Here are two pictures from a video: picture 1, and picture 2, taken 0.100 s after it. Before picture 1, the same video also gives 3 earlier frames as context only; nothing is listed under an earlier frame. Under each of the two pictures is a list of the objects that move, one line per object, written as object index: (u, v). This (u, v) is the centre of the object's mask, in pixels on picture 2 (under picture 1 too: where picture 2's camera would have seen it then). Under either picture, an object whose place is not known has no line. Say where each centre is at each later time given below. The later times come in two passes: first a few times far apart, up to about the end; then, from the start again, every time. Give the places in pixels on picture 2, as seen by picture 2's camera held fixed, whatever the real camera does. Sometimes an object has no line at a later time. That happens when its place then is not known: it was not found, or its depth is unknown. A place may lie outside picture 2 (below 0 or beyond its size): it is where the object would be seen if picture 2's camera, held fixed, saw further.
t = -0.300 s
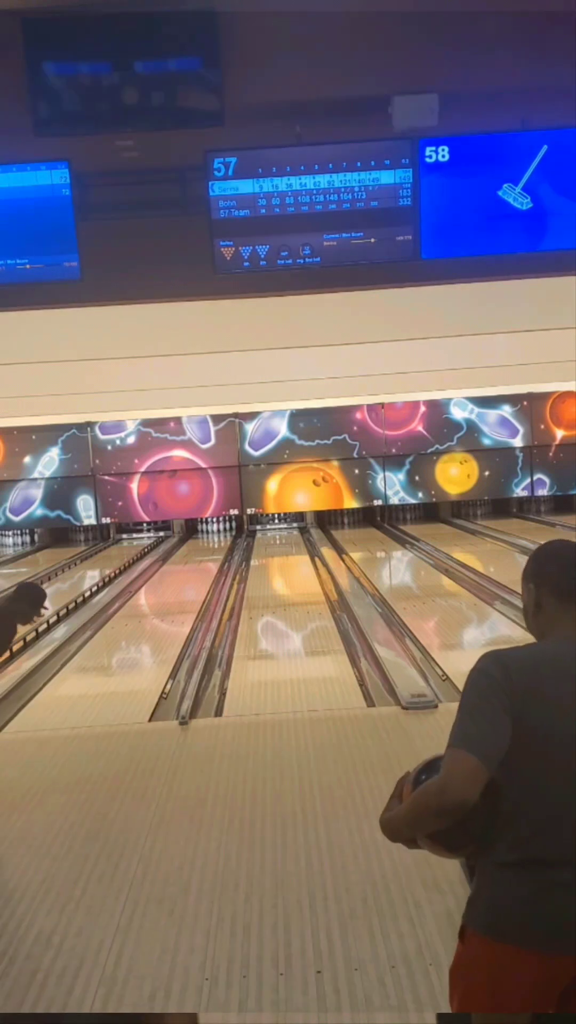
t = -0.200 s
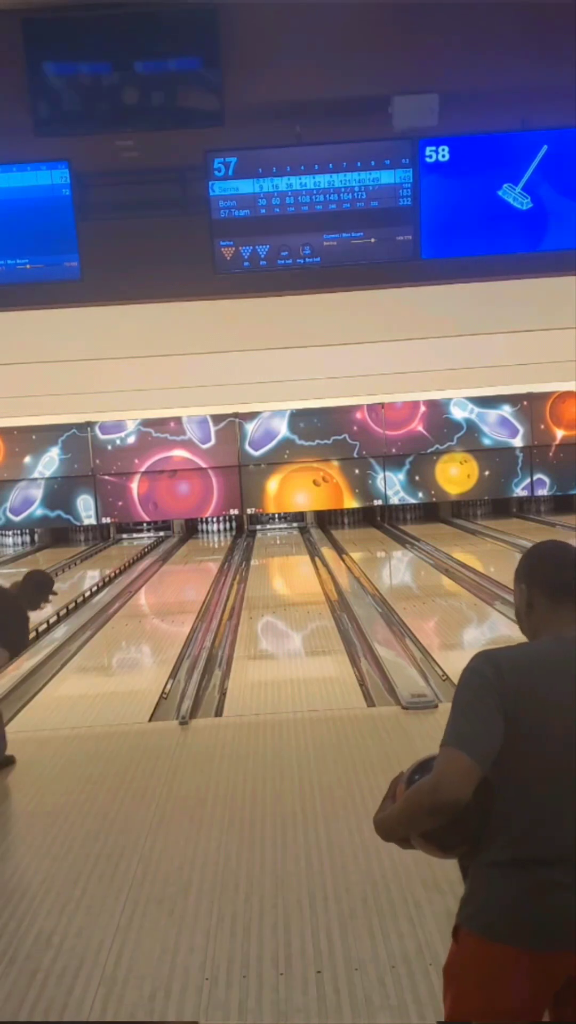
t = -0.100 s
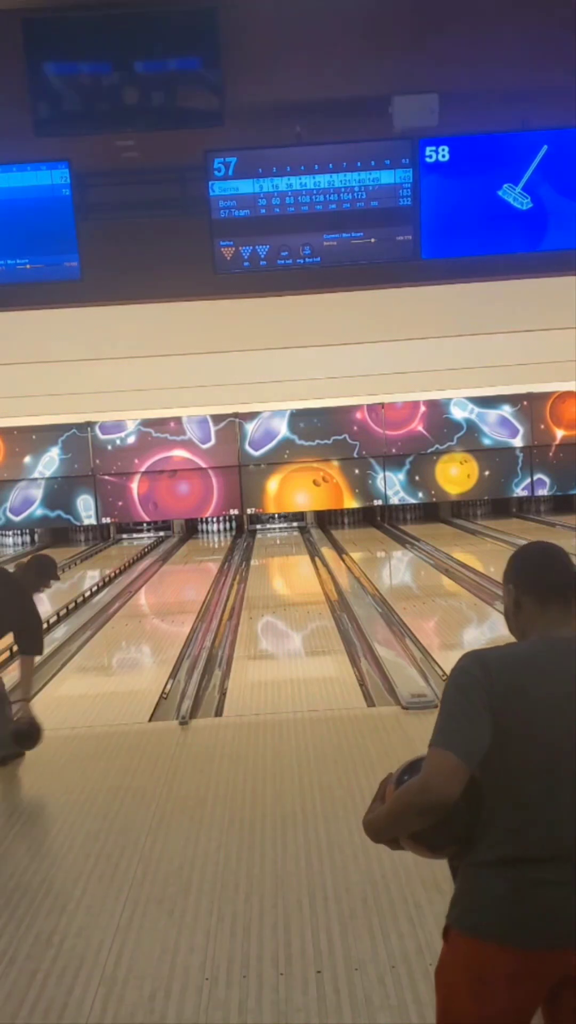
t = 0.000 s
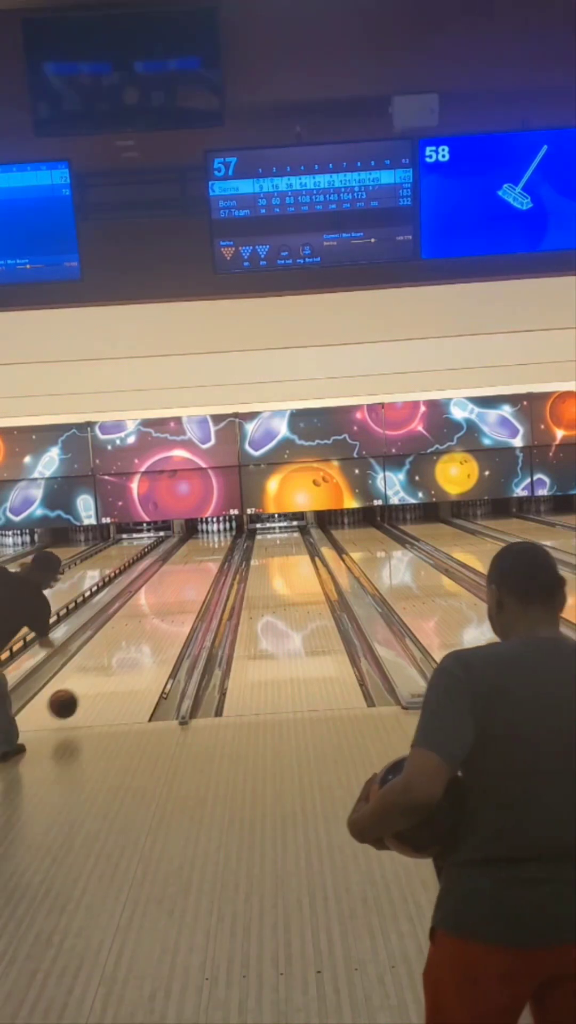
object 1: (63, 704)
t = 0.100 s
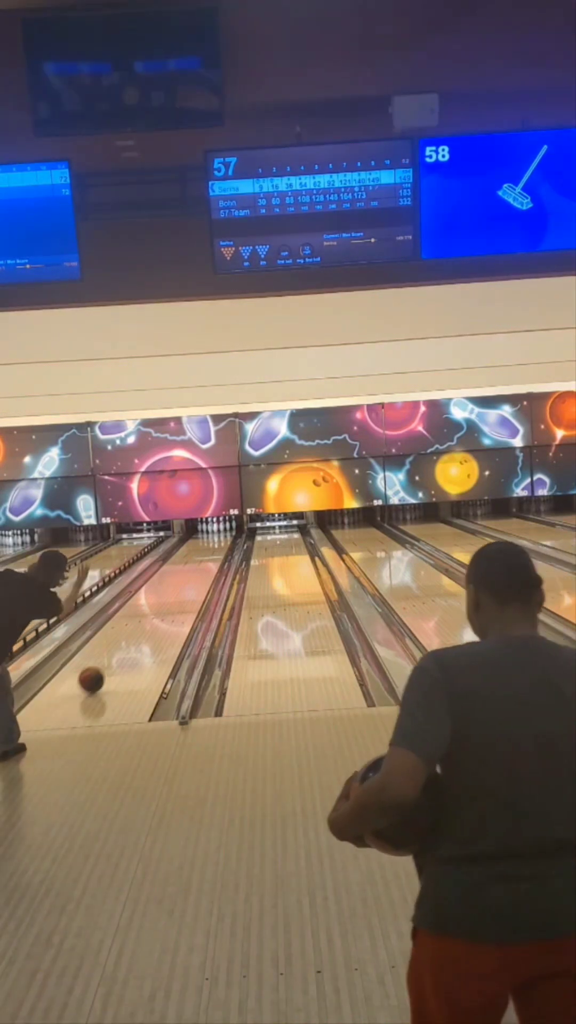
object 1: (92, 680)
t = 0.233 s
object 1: (120, 652)
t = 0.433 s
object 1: (148, 614)
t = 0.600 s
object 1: (164, 593)
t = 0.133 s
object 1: (99, 671)
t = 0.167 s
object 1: (107, 663)
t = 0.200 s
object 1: (115, 659)
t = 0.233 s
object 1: (120, 652)
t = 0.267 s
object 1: (126, 643)
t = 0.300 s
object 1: (131, 636)
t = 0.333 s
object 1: (135, 629)
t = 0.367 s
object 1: (139, 624)
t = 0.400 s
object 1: (144, 618)
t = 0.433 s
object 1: (148, 614)
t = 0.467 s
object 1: (151, 609)
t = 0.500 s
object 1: (155, 604)
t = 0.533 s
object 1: (158, 600)
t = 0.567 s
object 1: (161, 596)
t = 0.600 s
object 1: (164, 593)
